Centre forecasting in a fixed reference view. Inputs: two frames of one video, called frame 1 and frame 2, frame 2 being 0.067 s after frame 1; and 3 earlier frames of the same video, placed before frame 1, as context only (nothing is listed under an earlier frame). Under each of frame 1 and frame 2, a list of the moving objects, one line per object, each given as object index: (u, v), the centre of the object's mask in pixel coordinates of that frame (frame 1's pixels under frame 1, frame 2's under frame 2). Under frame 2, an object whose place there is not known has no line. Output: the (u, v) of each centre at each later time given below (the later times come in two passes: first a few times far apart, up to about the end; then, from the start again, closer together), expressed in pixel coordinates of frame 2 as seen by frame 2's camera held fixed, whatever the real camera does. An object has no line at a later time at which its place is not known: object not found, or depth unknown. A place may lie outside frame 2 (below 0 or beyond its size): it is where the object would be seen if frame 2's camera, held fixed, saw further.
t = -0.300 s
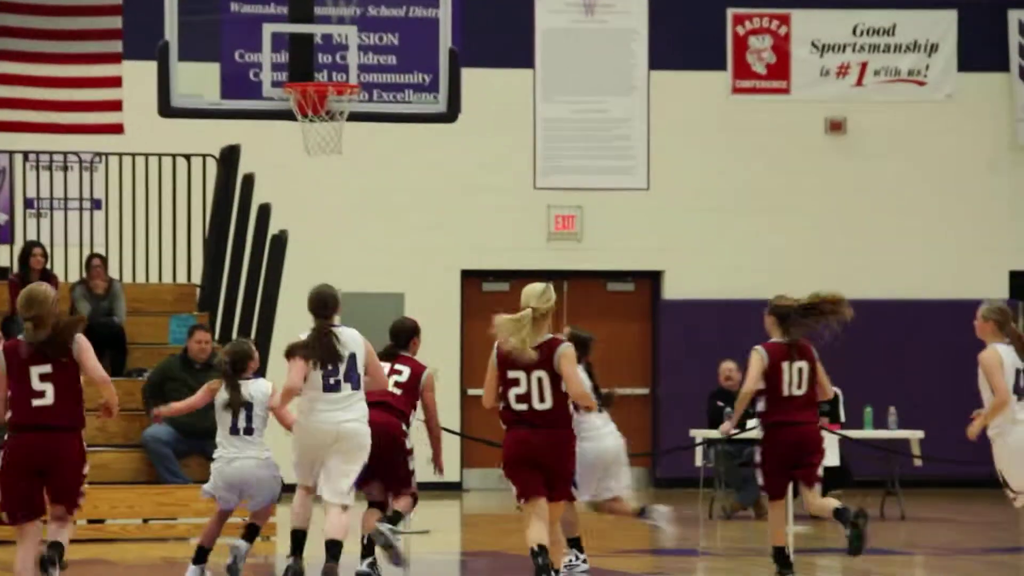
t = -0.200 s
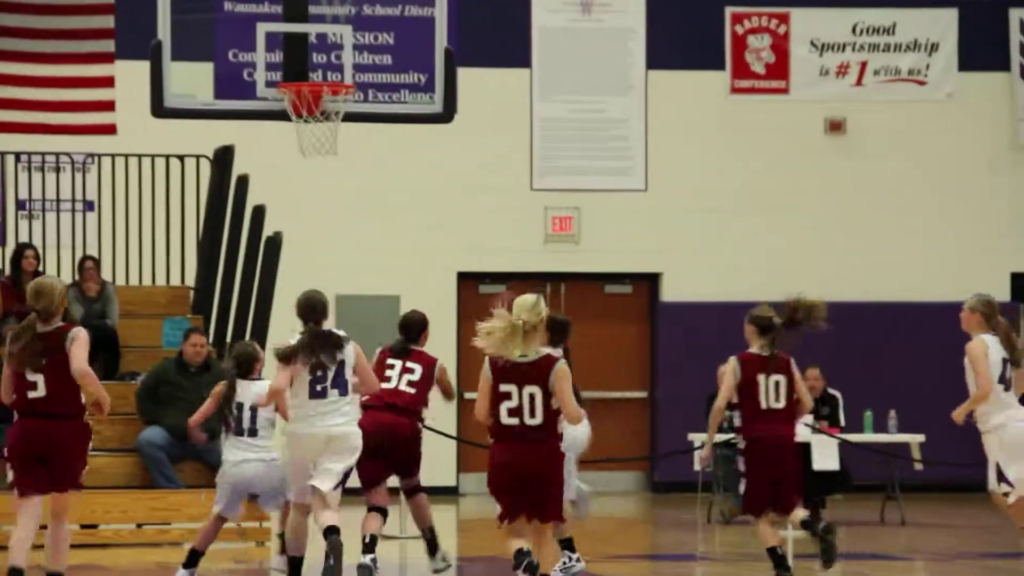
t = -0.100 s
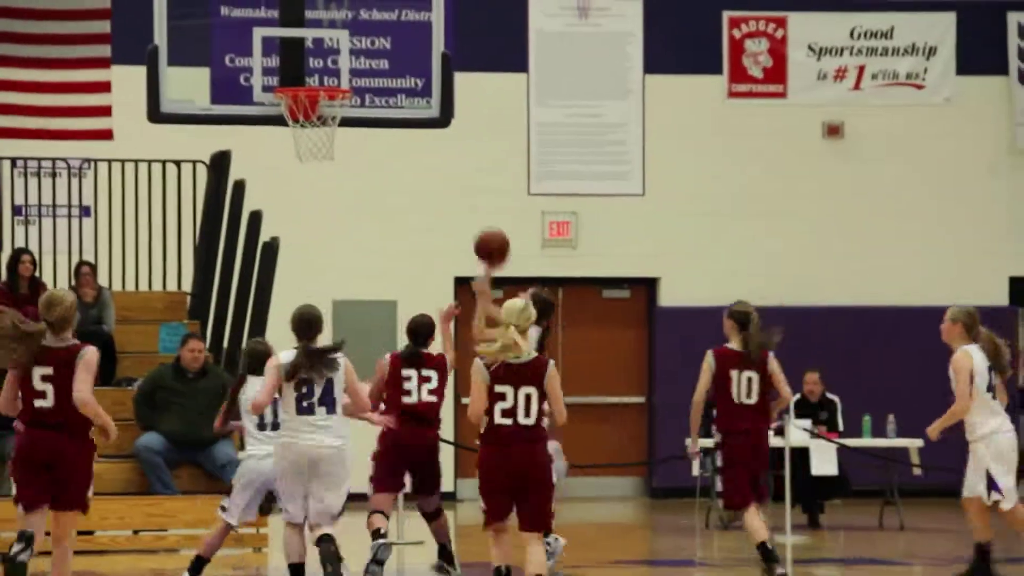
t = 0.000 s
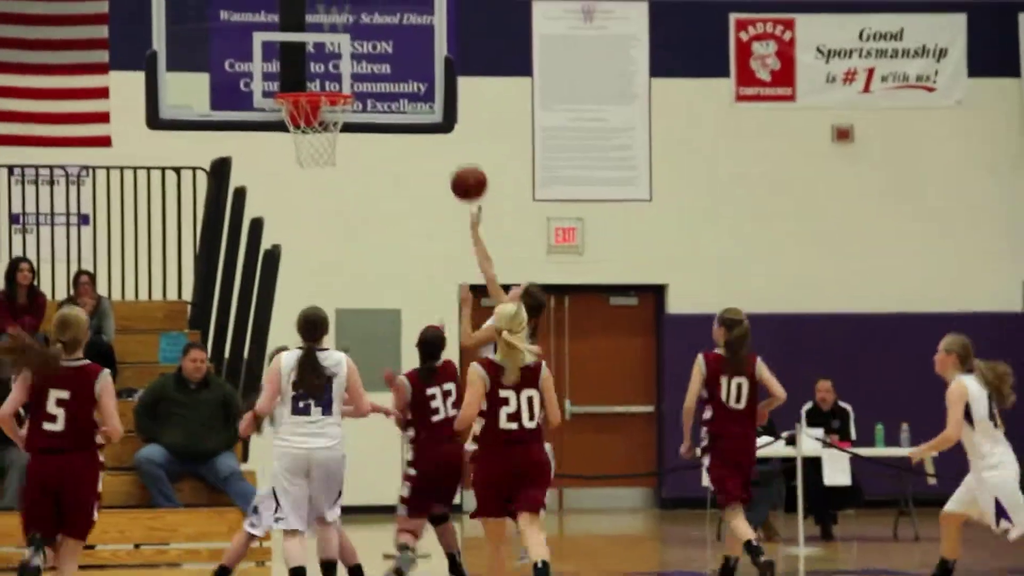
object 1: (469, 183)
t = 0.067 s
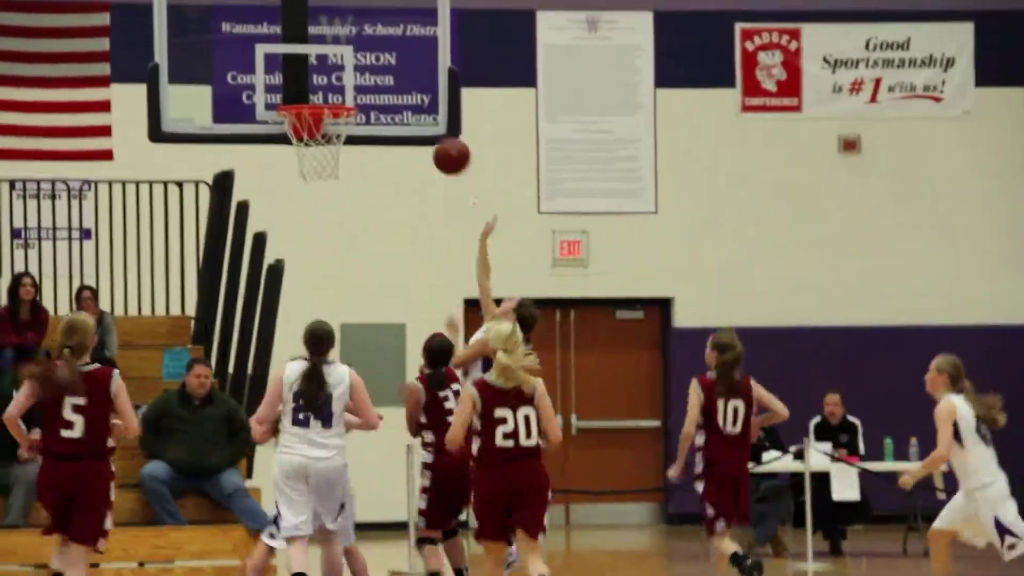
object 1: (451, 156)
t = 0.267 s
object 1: (388, 79)
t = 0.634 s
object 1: (345, 79)
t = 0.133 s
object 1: (431, 123)
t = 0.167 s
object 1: (418, 109)
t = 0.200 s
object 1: (407, 99)
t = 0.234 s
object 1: (397, 87)
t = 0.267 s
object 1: (388, 79)
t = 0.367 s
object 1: (370, 73)
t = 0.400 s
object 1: (364, 73)
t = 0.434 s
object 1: (360, 73)
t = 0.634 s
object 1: (345, 79)
